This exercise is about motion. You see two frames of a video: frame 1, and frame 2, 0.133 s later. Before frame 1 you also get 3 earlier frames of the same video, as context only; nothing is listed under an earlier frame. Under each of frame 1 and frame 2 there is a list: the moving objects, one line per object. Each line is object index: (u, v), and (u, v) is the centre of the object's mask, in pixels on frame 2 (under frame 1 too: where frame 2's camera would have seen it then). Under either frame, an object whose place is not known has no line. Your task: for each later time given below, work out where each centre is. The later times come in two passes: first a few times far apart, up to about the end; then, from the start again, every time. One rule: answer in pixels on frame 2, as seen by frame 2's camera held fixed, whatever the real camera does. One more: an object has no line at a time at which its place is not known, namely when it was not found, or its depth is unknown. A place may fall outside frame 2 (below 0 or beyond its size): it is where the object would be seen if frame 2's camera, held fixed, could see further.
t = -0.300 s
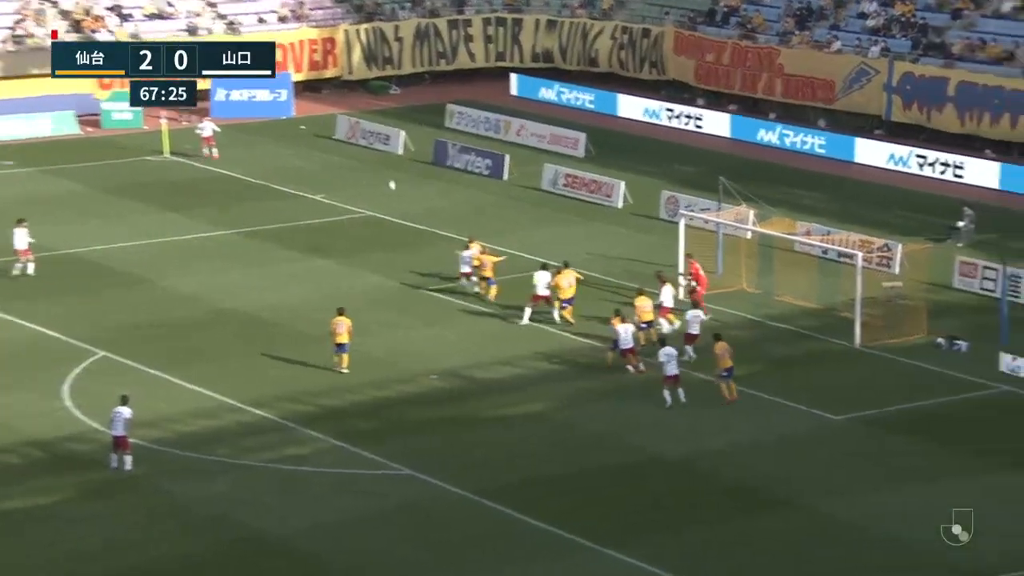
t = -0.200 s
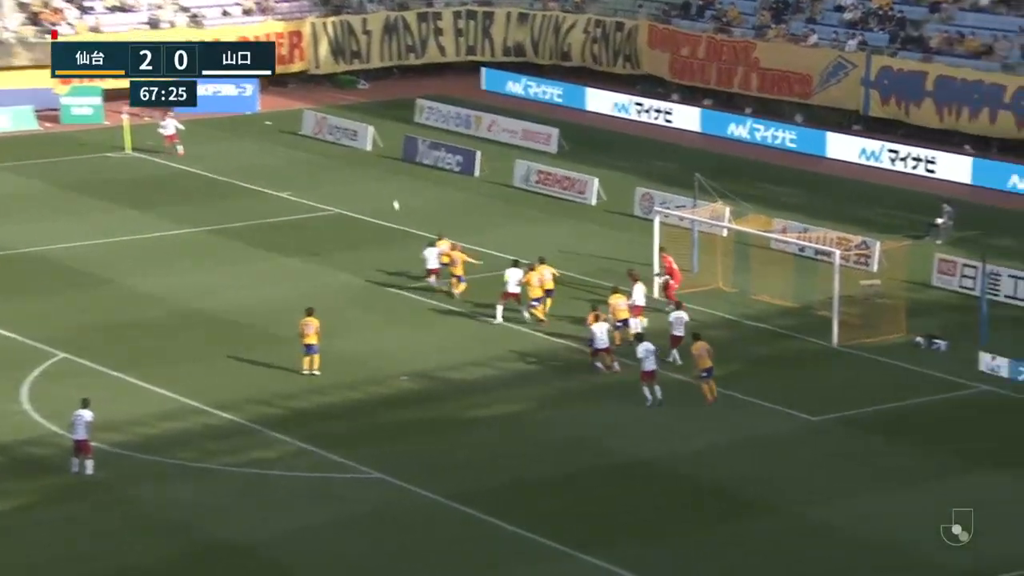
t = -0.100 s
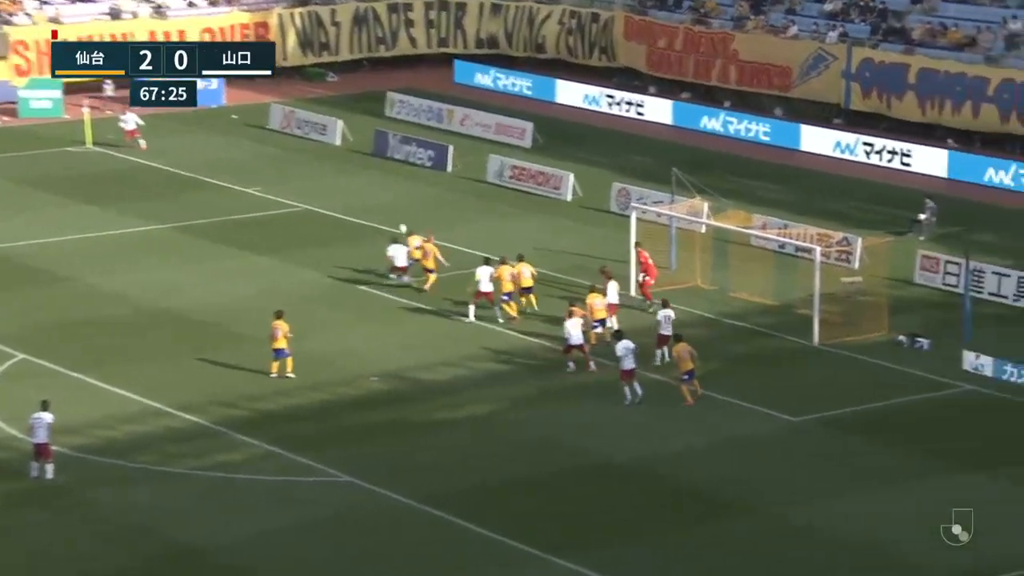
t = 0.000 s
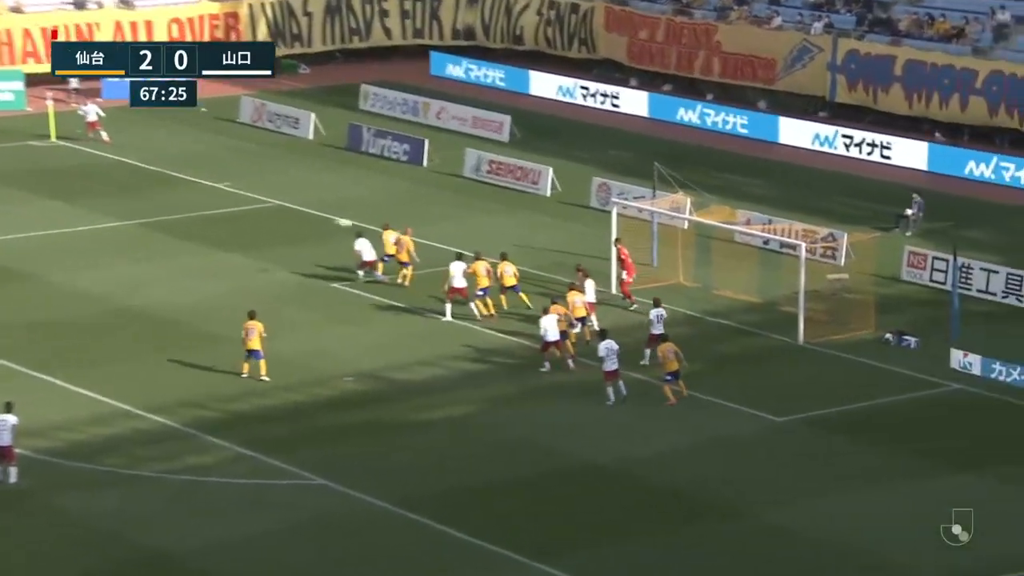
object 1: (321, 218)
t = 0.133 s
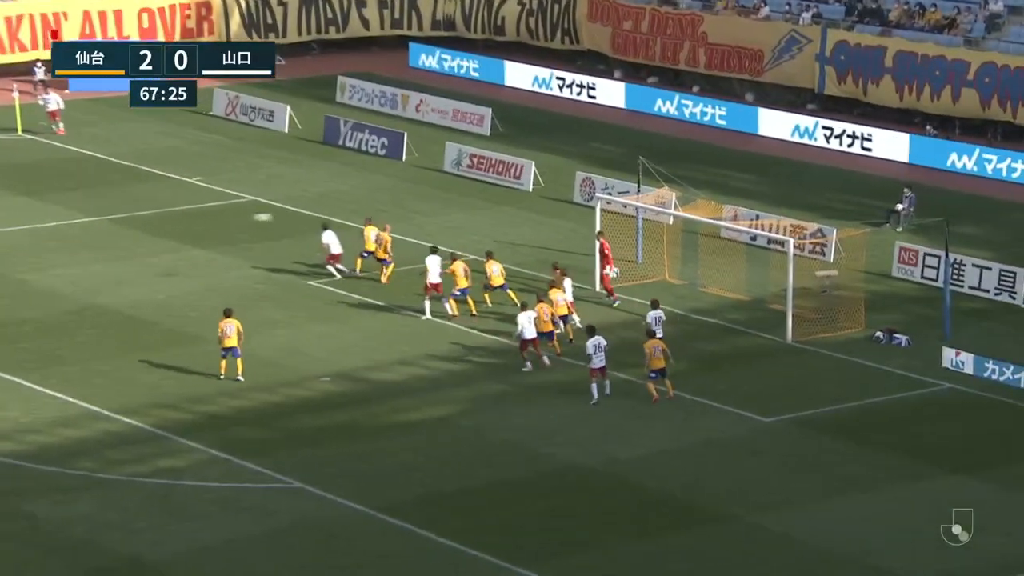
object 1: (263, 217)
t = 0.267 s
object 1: (208, 224)
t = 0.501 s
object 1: (119, 252)
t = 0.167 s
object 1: (247, 218)
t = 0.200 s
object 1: (235, 219)
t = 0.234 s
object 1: (221, 221)
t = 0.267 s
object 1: (208, 224)
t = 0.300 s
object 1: (196, 226)
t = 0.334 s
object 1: (182, 229)
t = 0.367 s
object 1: (168, 234)
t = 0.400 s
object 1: (156, 237)
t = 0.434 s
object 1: (143, 242)
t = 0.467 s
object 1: (132, 247)
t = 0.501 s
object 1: (119, 252)
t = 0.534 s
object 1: (105, 259)
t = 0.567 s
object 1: (93, 265)
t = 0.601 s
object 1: (80, 272)
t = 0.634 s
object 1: (67, 280)
